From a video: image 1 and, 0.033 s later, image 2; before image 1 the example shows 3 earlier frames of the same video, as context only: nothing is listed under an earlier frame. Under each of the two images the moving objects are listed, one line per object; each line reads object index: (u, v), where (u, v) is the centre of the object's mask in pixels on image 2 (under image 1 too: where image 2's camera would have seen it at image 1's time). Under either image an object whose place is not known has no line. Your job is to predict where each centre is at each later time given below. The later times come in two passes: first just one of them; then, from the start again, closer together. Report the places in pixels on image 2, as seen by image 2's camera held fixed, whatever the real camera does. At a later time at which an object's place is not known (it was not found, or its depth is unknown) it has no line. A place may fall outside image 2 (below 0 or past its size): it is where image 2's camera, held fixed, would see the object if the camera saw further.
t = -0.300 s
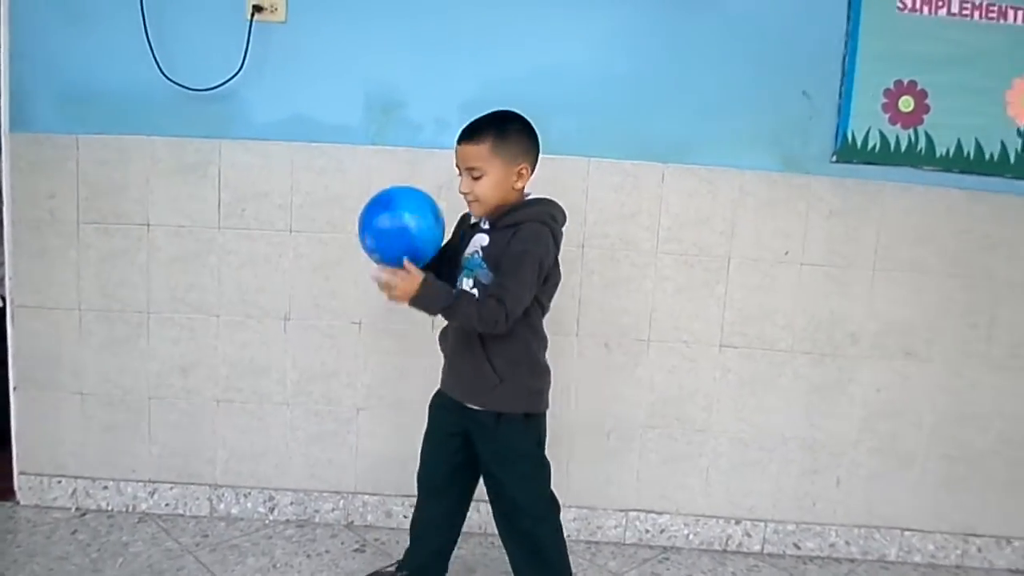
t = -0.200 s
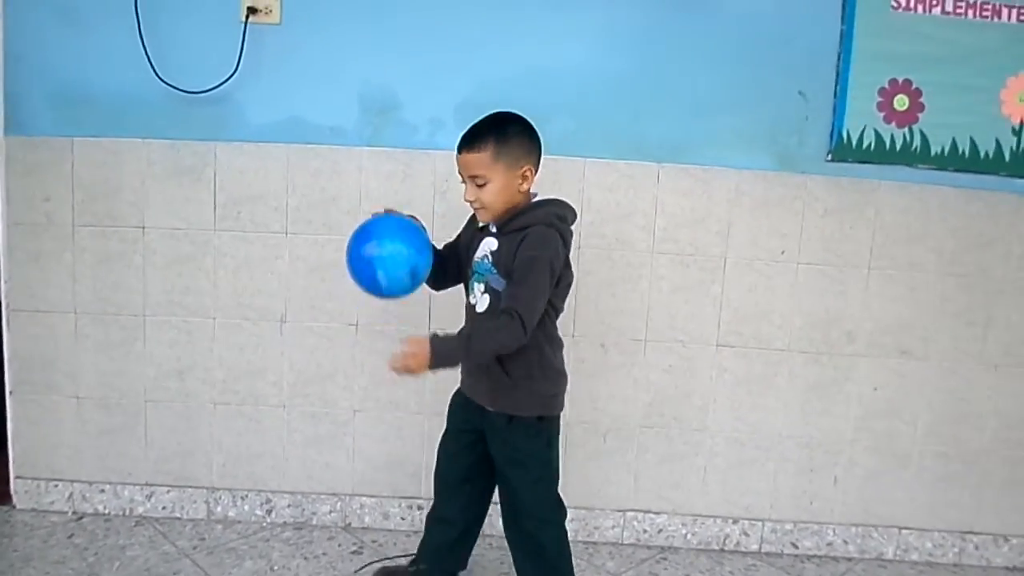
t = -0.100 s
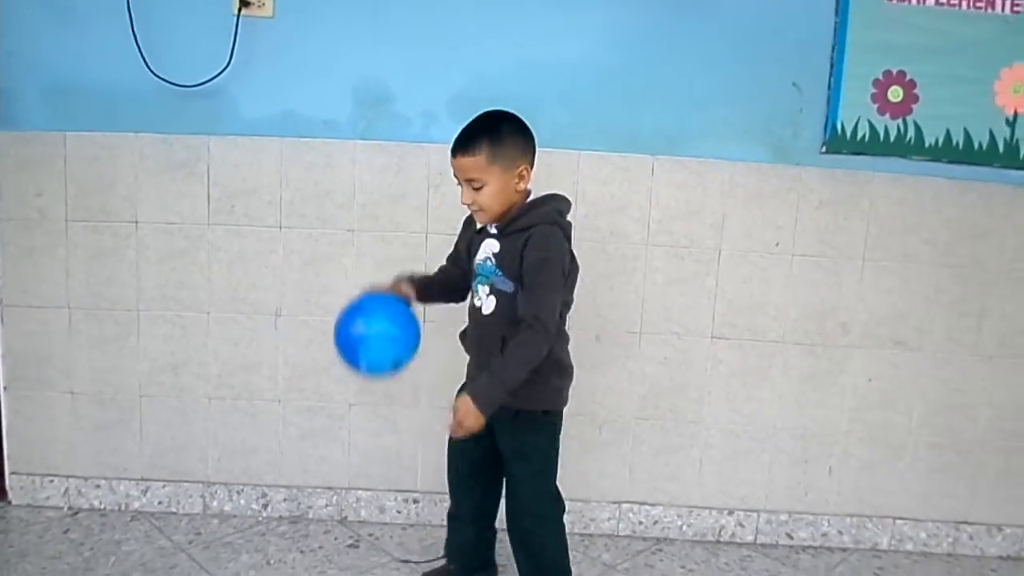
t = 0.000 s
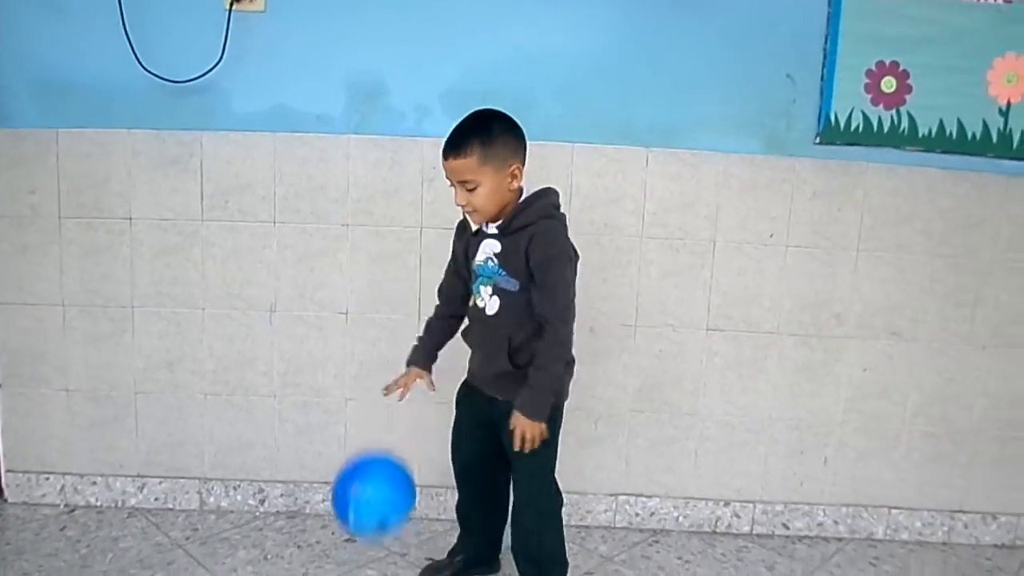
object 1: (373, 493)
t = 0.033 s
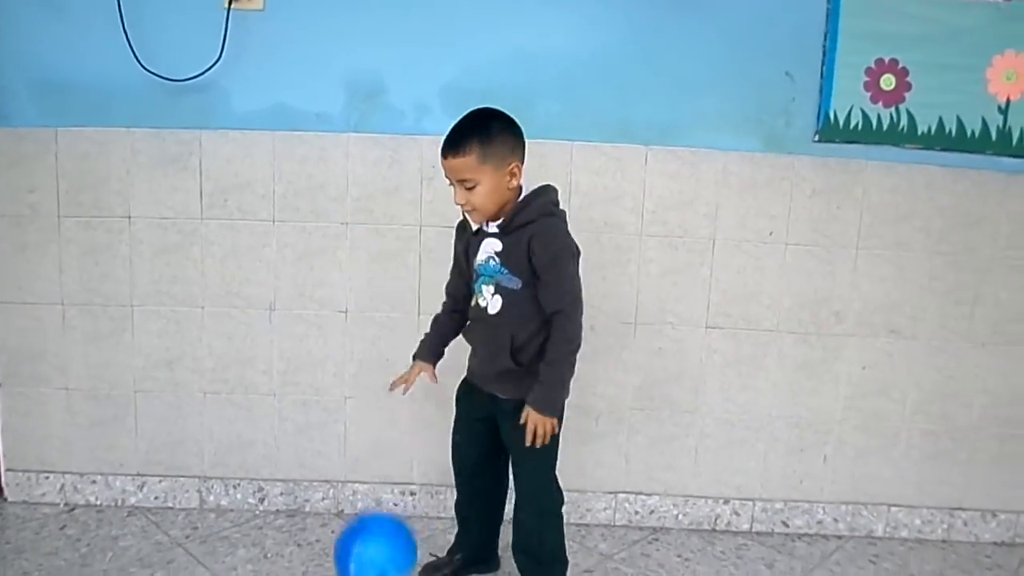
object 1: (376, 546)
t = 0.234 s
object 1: (400, 375)
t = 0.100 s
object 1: (382, 542)
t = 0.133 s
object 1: (386, 495)
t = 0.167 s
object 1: (391, 450)
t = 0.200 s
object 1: (396, 411)
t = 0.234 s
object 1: (400, 375)
